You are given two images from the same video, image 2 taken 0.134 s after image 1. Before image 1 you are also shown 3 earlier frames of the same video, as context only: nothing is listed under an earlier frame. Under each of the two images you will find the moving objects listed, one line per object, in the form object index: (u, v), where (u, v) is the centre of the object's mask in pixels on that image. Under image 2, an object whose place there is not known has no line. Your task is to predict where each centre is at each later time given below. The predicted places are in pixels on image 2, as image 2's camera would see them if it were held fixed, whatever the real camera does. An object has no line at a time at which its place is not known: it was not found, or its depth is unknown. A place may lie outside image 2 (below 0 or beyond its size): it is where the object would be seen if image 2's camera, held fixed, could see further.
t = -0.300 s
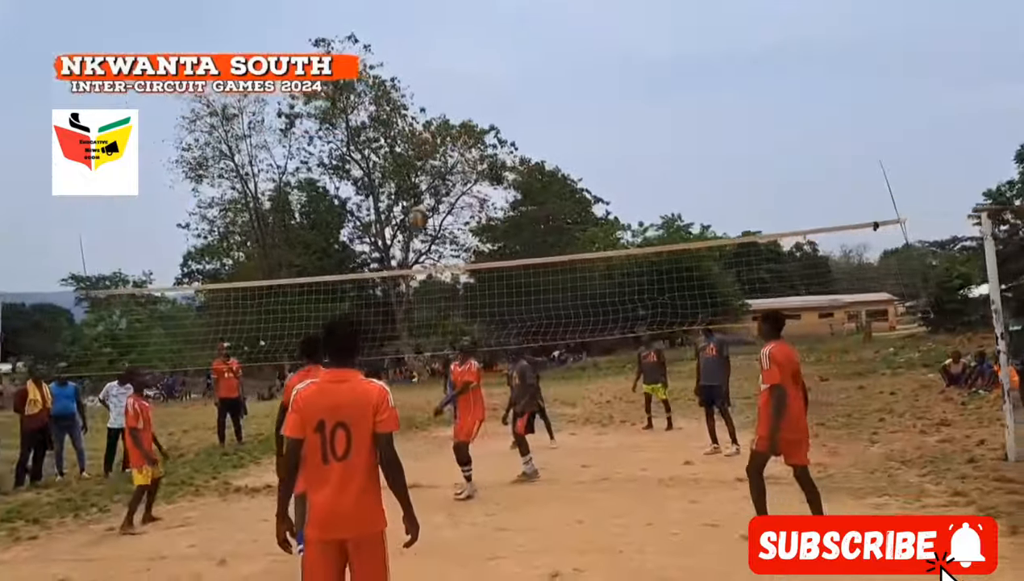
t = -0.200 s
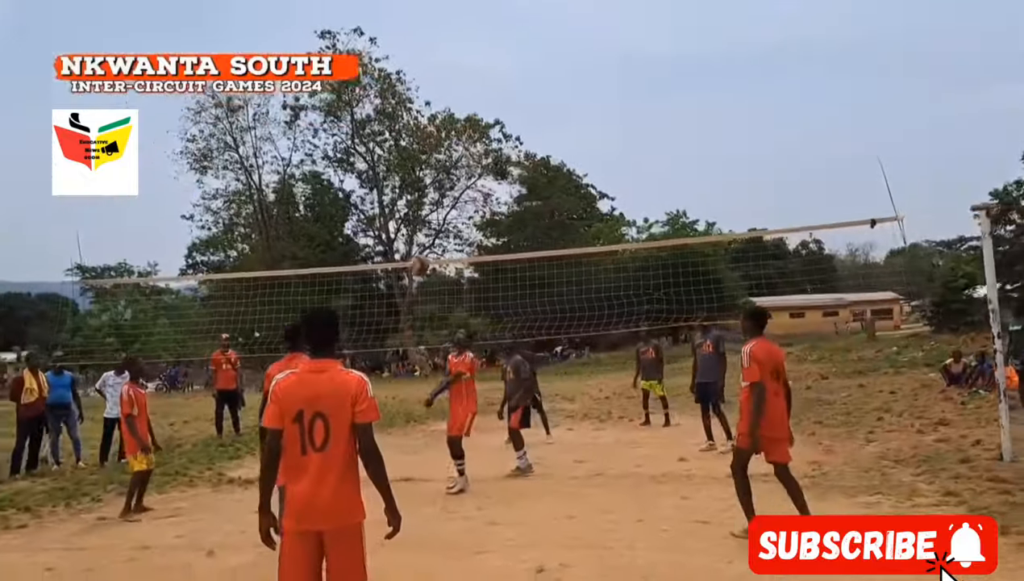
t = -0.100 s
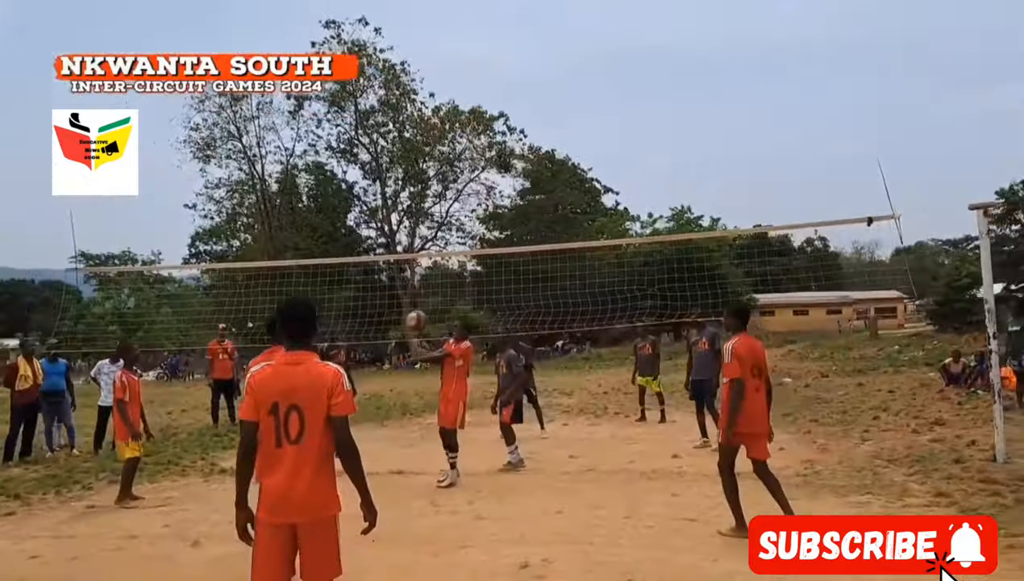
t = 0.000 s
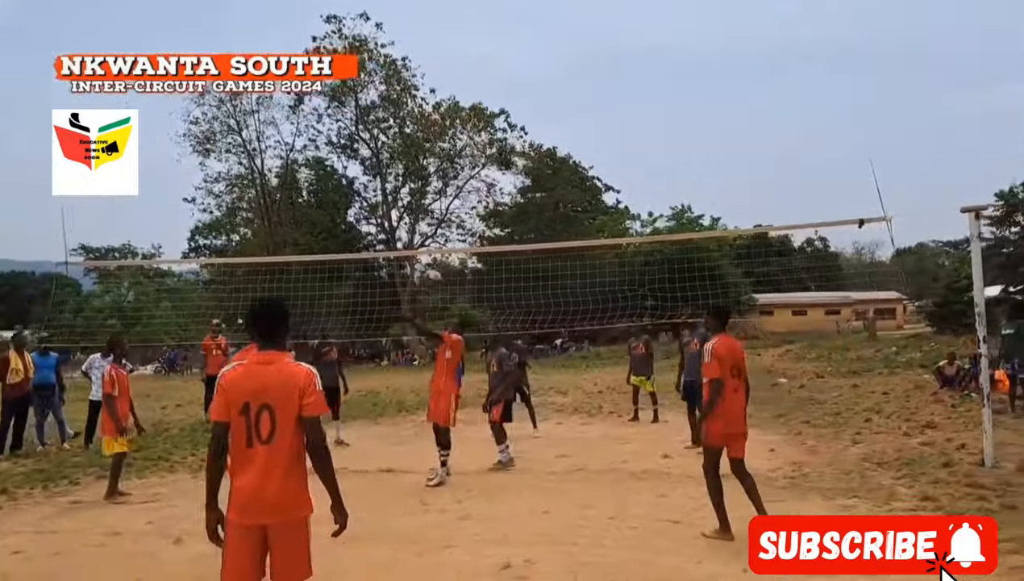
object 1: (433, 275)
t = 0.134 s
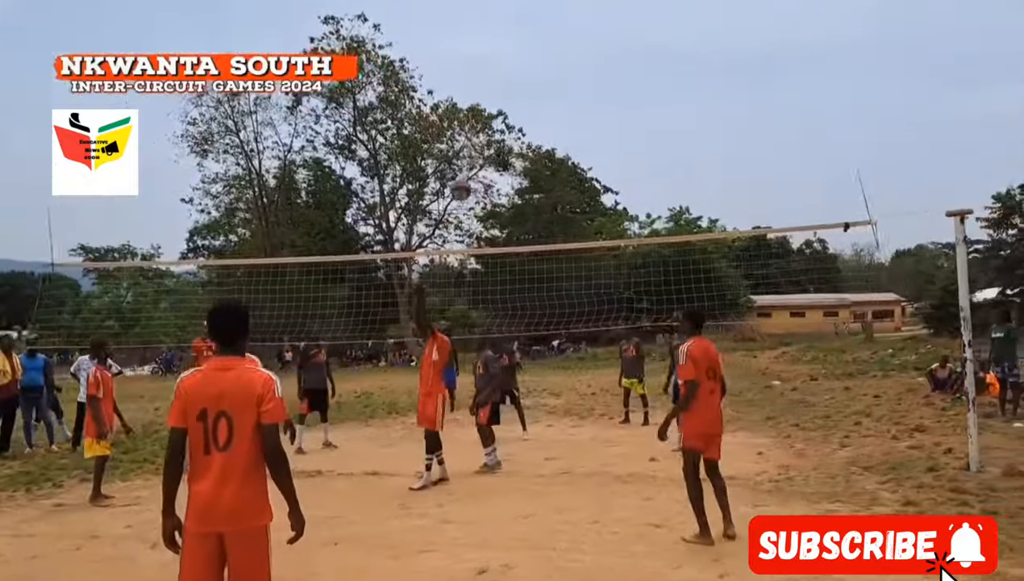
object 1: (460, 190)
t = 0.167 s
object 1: (472, 169)
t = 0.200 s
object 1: (477, 149)
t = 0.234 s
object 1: (485, 131)
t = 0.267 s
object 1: (492, 113)
